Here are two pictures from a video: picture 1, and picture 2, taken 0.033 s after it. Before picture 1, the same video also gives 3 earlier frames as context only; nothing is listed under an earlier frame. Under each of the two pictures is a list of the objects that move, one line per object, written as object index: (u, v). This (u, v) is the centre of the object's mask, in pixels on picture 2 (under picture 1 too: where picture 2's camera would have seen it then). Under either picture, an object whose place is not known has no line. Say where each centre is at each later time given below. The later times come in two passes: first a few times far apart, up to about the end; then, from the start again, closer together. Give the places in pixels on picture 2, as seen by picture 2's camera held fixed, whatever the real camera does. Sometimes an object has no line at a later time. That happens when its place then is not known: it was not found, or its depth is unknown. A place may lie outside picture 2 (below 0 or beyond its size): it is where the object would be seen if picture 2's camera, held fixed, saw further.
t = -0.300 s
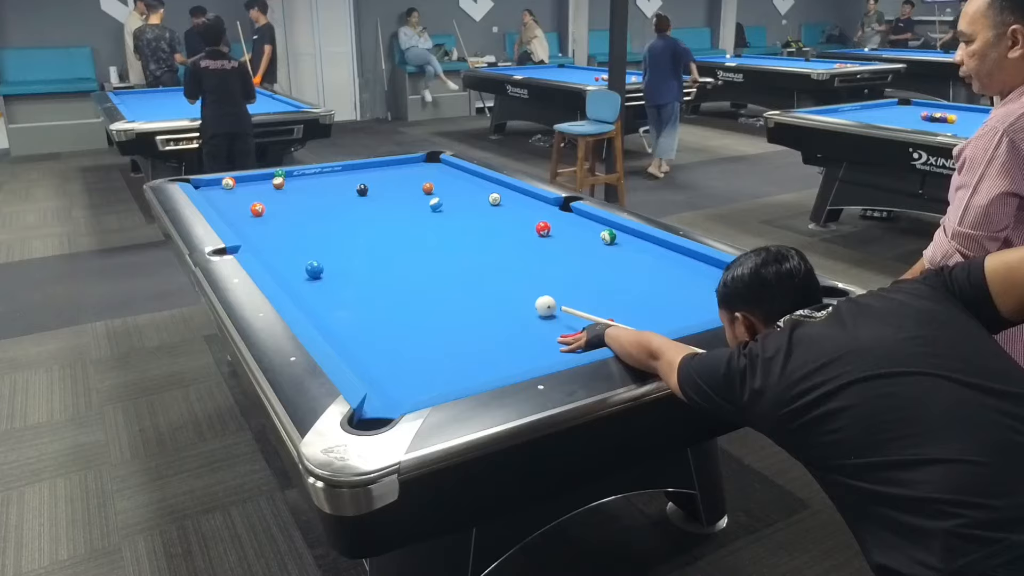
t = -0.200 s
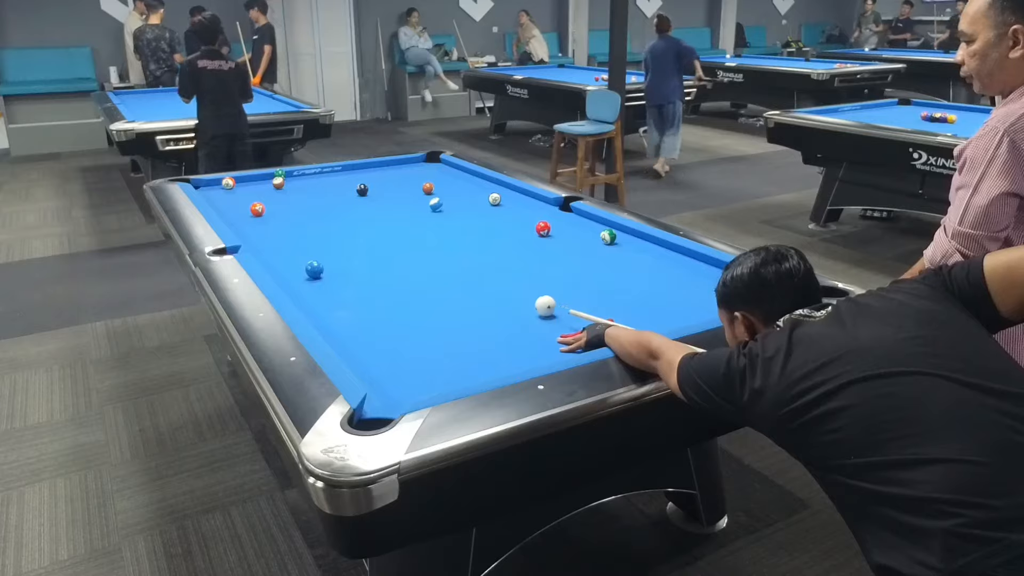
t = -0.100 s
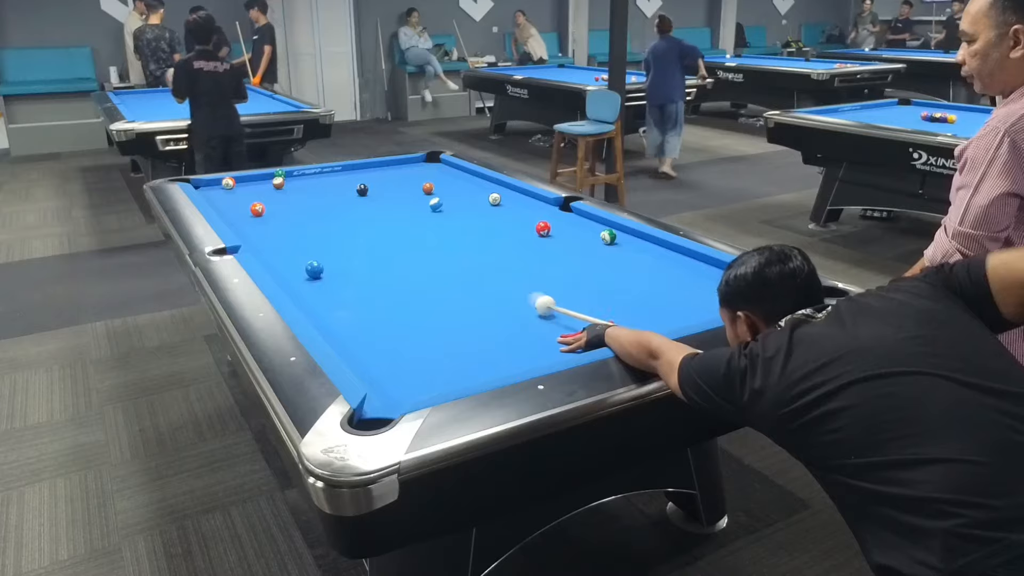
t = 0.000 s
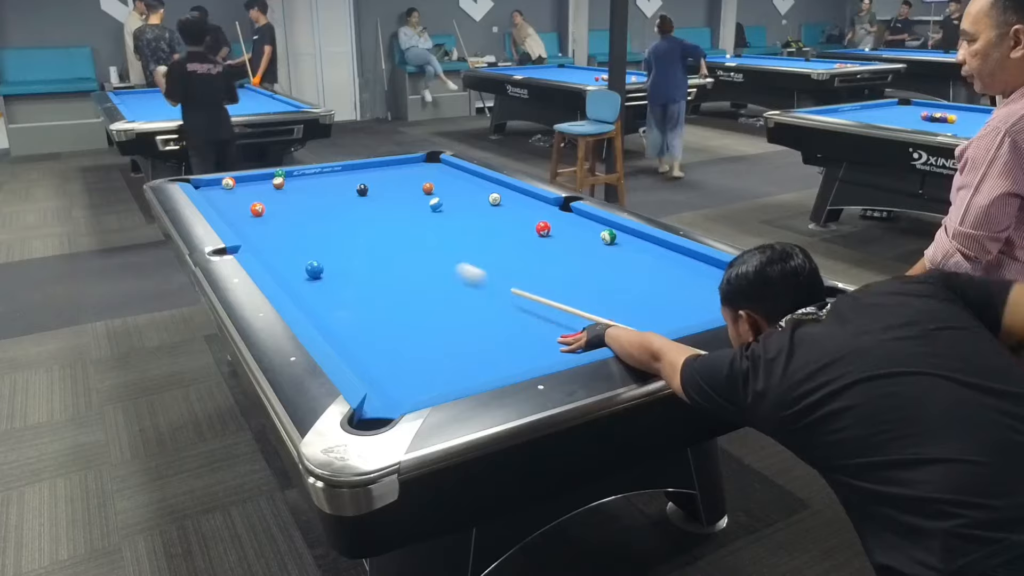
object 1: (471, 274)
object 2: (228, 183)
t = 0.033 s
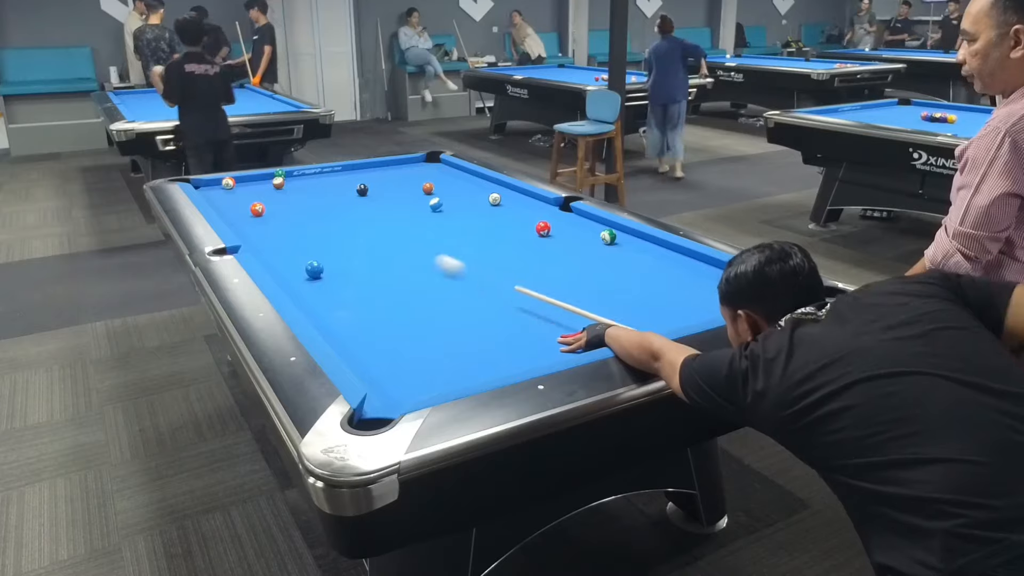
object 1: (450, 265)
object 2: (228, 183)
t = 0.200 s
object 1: (368, 232)
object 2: (228, 183)
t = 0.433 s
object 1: (289, 200)
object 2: (228, 183)
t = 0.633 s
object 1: (239, 179)
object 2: (228, 183)
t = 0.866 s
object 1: (260, 183)
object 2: (214, 193)
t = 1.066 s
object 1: (269, 186)
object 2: (241, 194)
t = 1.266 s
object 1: (274, 189)
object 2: (266, 195)
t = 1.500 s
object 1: (280, 193)
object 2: (296, 196)
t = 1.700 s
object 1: (285, 196)
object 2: (321, 197)
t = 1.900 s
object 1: (290, 199)
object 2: (345, 197)
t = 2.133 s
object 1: (295, 203)
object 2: (373, 198)
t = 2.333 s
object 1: (300, 205)
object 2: (396, 199)
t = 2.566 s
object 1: (306, 208)
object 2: (422, 200)
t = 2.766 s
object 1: (311, 211)
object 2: (445, 199)
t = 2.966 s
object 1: (315, 213)
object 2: (465, 201)
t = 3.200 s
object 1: (320, 216)
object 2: (486, 202)
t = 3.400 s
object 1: (324, 218)
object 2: (497, 204)
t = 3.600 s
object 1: (328, 220)
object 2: (508, 206)
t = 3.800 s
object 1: (332, 221)
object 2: (518, 207)
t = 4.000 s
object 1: (335, 223)
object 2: (528, 209)
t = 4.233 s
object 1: (338, 224)
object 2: (538, 211)
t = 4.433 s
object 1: (341, 225)
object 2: (546, 212)
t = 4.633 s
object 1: (343, 226)
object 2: (554, 213)
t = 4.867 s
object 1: (344, 227)
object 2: (561, 214)
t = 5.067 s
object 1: (345, 227)
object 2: (566, 215)
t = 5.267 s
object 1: (346, 227)
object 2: (571, 215)
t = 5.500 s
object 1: (347, 228)
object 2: (575, 216)
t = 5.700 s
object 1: (346, 228)
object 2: (578, 217)
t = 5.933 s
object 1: (346, 228)
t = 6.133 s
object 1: (346, 228)
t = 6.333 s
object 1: (346, 228)
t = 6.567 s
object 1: (346, 228)
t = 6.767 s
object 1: (346, 228)
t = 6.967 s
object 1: (346, 228)
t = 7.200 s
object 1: (346, 228)
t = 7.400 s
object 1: (347, 228)
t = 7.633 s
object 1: (347, 228)
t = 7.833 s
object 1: (347, 228)
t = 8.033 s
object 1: (347, 228)
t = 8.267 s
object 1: (347, 228)
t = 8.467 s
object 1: (347, 228)
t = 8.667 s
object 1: (347, 228)
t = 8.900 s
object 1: (347, 228)
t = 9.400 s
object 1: (347, 227)
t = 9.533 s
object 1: (347, 228)
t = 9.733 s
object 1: (347, 228)
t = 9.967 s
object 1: (347, 228)
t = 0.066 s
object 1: (430, 257)
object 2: (228, 183)
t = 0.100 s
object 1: (413, 250)
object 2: (228, 183)
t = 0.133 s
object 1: (397, 243)
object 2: (228, 183)
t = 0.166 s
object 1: (382, 238)
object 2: (228, 183)
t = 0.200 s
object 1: (368, 232)
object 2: (228, 183)
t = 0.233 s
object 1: (355, 227)
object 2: (228, 183)
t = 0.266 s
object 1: (343, 222)
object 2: (228, 183)
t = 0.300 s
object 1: (331, 217)
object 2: (228, 183)
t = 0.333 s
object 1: (319, 212)
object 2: (228, 183)
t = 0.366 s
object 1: (308, 207)
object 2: (228, 183)
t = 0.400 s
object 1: (298, 203)
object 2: (228, 183)
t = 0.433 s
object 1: (289, 200)
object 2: (228, 183)
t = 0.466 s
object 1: (279, 196)
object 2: (228, 183)
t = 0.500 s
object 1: (270, 192)
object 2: (228, 183)
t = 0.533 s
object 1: (262, 189)
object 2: (228, 183)
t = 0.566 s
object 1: (253, 185)
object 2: (228, 183)
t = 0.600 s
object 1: (245, 182)
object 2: (228, 183)
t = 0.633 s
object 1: (239, 179)
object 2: (228, 183)
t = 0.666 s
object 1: (238, 180)
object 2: (225, 184)
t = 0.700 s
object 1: (242, 181)
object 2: (218, 186)
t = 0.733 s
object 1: (247, 181)
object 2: (211, 189)
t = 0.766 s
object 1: (250, 182)
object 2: (205, 191)
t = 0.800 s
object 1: (253, 182)
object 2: (205, 192)
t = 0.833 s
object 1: (257, 183)
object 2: (209, 193)
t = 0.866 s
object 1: (260, 183)
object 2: (214, 193)
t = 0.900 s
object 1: (263, 183)
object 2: (219, 193)
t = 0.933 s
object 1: (266, 184)
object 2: (223, 193)
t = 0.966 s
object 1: (266, 185)
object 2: (228, 194)
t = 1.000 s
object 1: (267, 185)
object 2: (232, 194)
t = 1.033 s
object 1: (268, 186)
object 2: (236, 194)
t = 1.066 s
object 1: (269, 186)
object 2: (241, 194)
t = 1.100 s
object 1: (269, 187)
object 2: (245, 194)
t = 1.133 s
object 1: (270, 187)
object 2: (250, 194)
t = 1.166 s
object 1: (271, 188)
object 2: (254, 194)
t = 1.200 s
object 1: (272, 188)
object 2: (258, 195)
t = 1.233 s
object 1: (273, 189)
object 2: (262, 195)
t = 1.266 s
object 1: (274, 189)
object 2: (266, 195)
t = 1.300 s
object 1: (276, 188)
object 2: (271, 195)
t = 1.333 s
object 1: (276, 188)
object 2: (275, 194)
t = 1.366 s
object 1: (275, 188)
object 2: (280, 195)
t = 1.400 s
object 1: (276, 190)
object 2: (284, 196)
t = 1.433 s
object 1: (277, 192)
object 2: (289, 195)
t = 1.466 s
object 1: (279, 193)
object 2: (292, 196)
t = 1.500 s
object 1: (280, 193)
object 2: (296, 196)
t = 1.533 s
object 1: (280, 194)
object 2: (301, 196)
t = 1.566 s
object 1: (281, 194)
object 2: (304, 196)
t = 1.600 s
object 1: (282, 195)
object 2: (309, 196)
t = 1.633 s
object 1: (283, 195)
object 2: (313, 196)
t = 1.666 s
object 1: (284, 196)
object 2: (317, 197)
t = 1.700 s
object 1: (285, 196)
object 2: (321, 197)
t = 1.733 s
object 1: (285, 197)
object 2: (326, 196)
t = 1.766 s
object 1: (286, 197)
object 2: (329, 197)
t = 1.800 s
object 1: (287, 198)
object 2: (334, 197)
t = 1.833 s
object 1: (288, 198)
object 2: (338, 197)
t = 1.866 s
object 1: (289, 199)
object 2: (342, 197)
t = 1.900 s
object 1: (290, 199)
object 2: (345, 197)
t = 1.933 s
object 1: (290, 200)
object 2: (350, 197)
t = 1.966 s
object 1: (291, 200)
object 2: (354, 198)
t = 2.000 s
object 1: (292, 201)
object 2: (358, 198)
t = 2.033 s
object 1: (293, 201)
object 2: (361, 198)
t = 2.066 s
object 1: (294, 202)
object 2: (365, 198)
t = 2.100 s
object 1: (295, 202)
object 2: (369, 198)
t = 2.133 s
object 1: (295, 203)
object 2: (373, 198)
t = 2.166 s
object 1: (296, 203)
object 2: (377, 198)
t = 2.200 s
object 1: (297, 204)
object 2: (381, 198)
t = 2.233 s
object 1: (298, 204)
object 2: (385, 199)
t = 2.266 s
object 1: (299, 204)
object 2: (388, 199)
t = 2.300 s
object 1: (299, 205)
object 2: (392, 199)
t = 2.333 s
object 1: (300, 205)
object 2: (396, 199)
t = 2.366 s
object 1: (301, 206)
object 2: (400, 199)
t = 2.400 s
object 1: (302, 206)
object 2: (404, 199)
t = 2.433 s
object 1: (303, 207)
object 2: (407, 199)
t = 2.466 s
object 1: (303, 207)
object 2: (411, 199)
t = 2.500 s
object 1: (304, 208)
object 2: (415, 199)
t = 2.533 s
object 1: (305, 208)
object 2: (418, 200)
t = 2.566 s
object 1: (306, 208)
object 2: (422, 200)
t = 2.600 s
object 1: (307, 209)
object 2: (425, 199)
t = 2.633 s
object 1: (307, 209)
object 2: (428, 198)
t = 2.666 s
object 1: (308, 210)
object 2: (432, 197)
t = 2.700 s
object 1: (309, 210)
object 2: (437, 196)
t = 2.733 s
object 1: (310, 210)
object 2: (442, 198)
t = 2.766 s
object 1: (311, 211)
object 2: (445, 199)
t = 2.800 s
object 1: (311, 211)
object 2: (448, 200)
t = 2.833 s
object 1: (312, 212)
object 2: (451, 200)
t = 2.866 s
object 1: (313, 212)
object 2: (454, 201)
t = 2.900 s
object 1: (314, 212)
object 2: (457, 201)
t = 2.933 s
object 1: (315, 213)
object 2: (461, 201)
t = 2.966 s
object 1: (315, 213)
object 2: (465, 201)
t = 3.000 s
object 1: (316, 214)
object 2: (468, 201)
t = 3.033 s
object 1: (317, 214)
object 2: (471, 201)
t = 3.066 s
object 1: (317, 214)
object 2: (475, 201)
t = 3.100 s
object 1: (318, 215)
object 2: (478, 201)
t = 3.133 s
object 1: (319, 215)
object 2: (481, 201)
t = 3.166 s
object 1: (319, 215)
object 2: (484, 202)
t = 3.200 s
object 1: (320, 216)
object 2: (486, 202)
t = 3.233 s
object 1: (321, 216)
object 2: (488, 202)
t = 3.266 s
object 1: (322, 217)
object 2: (490, 202)
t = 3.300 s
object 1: (322, 217)
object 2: (492, 203)
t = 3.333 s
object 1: (323, 217)
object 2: (493, 203)
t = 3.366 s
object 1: (324, 218)
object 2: (495, 203)
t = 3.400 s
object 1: (324, 218)
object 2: (497, 204)
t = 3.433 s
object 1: (325, 218)
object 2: (499, 204)
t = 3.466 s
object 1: (326, 219)
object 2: (501, 204)
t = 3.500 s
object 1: (326, 219)
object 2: (503, 205)
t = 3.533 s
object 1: (327, 219)
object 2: (505, 205)
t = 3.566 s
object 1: (328, 219)
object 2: (506, 205)
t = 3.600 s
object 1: (328, 220)
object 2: (508, 206)
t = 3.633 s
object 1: (329, 220)
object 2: (510, 206)
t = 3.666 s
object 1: (330, 220)
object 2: (511, 206)
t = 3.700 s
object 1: (330, 221)
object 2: (513, 206)
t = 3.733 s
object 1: (331, 221)
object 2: (515, 206)
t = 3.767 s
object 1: (331, 221)
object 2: (517, 207)
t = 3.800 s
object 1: (332, 221)
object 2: (518, 207)
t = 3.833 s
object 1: (332, 222)
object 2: (520, 208)
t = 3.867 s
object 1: (333, 222)
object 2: (522, 208)
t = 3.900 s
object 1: (333, 222)
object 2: (523, 208)
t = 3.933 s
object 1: (334, 222)
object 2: (525, 208)
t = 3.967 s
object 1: (334, 223)
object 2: (526, 208)
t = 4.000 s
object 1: (335, 223)
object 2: (528, 209)
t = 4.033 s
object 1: (335, 223)
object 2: (529, 209)
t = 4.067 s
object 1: (336, 223)
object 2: (530, 209)
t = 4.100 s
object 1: (336, 224)
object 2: (532, 209)
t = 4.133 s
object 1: (337, 224)
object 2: (533, 209)
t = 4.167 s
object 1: (337, 224)
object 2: (535, 210)
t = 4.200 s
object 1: (338, 224)
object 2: (537, 210)
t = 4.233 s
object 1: (338, 224)
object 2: (538, 211)
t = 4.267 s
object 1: (339, 224)
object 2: (539, 211)
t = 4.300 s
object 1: (339, 225)
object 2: (541, 211)
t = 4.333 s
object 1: (340, 225)
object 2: (542, 211)
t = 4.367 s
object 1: (340, 225)
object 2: (544, 211)
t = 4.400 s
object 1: (340, 225)
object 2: (545, 212)
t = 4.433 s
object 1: (341, 225)
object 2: (546, 212)
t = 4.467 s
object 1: (341, 226)
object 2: (547, 212)
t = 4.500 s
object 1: (341, 226)
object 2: (549, 212)
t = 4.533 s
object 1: (342, 226)
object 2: (550, 212)
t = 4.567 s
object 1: (342, 226)
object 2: (551, 212)
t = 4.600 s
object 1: (342, 226)
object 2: (552, 213)
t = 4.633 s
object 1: (343, 226)
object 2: (554, 213)
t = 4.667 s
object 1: (343, 226)
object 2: (555, 213)
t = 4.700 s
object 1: (343, 226)
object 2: (556, 213)
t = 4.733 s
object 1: (343, 227)
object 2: (557, 213)
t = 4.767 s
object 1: (344, 227)
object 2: (558, 213)
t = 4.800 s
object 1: (344, 227)
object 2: (559, 214)
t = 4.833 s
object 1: (344, 227)
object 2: (560, 214)
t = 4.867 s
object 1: (344, 227)
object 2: (561, 214)
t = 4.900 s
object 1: (345, 227)
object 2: (562, 214)
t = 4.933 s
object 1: (345, 227)
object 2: (563, 214)
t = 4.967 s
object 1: (345, 227)
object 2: (564, 214)
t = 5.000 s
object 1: (345, 227)
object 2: (565, 215)
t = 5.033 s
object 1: (345, 227)
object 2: (566, 215)
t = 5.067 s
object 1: (345, 227)
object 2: (566, 215)
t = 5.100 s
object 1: (346, 227)
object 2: (567, 215)
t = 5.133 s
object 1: (346, 227)
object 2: (568, 215)
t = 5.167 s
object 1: (346, 227)
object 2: (569, 215)
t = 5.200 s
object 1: (346, 227)
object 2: (569, 215)
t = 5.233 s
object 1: (346, 227)
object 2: (570, 215)
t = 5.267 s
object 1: (346, 227)
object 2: (571, 215)
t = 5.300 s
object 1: (346, 228)
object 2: (571, 216)
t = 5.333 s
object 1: (346, 228)
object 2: (572, 216)
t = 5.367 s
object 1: (346, 228)
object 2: (573, 216)
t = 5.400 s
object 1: (346, 228)
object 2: (573, 216)
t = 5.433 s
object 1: (347, 228)
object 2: (574, 216)
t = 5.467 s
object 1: (346, 228)
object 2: (575, 216)
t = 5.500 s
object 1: (347, 228)
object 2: (575, 216)
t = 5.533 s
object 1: (347, 228)
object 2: (576, 216)
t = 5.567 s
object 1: (346, 228)
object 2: (576, 217)
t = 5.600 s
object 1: (346, 228)
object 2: (577, 216)
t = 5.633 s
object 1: (346, 228)
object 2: (577, 217)
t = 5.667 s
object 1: (346, 228)
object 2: (578, 217)
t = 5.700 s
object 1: (346, 228)
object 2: (578, 217)
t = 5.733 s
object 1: (346, 228)
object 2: (578, 217)
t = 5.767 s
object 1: (346, 228)
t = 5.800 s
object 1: (346, 228)
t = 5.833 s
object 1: (346, 228)
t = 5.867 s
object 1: (346, 228)
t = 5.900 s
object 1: (346, 228)
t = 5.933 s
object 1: (346, 228)
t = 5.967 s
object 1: (346, 228)
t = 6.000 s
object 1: (346, 228)
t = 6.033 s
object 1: (346, 228)
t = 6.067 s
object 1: (346, 228)
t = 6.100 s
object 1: (346, 228)
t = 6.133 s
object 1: (346, 228)
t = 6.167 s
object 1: (346, 228)
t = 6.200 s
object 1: (346, 228)
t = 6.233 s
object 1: (346, 228)
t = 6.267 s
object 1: (346, 228)
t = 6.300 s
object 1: (346, 228)
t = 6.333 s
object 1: (346, 228)
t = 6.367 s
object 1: (346, 228)
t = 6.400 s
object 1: (346, 228)
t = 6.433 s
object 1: (346, 228)
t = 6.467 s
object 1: (346, 228)
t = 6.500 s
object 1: (346, 228)
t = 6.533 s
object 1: (346, 228)
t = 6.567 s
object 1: (346, 228)
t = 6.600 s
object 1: (346, 228)
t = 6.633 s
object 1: (346, 228)
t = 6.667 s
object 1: (346, 228)
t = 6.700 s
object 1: (346, 228)
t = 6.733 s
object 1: (346, 228)
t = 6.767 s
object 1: (346, 228)
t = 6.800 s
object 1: (346, 228)
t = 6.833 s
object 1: (346, 228)
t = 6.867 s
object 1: (346, 228)
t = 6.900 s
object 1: (346, 228)
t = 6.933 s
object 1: (346, 228)
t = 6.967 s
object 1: (346, 228)
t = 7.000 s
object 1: (346, 228)
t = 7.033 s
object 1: (346, 228)
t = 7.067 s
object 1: (346, 228)
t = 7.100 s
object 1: (346, 228)
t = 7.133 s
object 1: (346, 228)
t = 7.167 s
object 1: (346, 228)
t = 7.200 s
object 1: (346, 228)
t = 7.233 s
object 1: (346, 228)
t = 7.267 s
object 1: (346, 228)
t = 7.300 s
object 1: (346, 228)
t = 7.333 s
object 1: (346, 228)
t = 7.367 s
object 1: (346, 228)
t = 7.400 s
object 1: (347, 228)
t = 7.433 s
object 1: (347, 228)
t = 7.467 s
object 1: (347, 228)
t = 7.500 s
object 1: (347, 228)
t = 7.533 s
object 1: (347, 228)
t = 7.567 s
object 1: (347, 228)
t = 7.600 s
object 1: (347, 228)
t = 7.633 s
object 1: (347, 228)
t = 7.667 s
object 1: (347, 228)
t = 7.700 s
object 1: (347, 228)
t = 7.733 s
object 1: (347, 228)
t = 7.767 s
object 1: (347, 228)
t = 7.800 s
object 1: (347, 228)
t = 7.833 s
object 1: (347, 228)
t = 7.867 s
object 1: (347, 228)
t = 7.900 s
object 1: (347, 228)
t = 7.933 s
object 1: (347, 228)
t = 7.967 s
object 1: (347, 228)
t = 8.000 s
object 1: (347, 228)
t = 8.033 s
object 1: (347, 228)
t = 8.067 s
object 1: (347, 228)
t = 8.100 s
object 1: (347, 228)
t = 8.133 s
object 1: (347, 228)
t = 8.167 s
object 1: (347, 228)
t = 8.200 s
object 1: (347, 228)
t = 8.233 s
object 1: (347, 228)
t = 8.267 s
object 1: (347, 228)
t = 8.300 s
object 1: (347, 228)
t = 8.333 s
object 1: (347, 228)
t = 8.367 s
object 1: (347, 228)
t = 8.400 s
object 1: (347, 228)
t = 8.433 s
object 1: (347, 228)
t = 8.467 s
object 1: (347, 228)
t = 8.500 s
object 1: (347, 228)
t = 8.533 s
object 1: (347, 228)
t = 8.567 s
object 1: (347, 228)
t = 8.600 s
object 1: (347, 228)
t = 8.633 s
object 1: (347, 228)
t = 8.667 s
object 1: (347, 228)
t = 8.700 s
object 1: (347, 228)
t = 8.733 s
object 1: (347, 228)
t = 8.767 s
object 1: (347, 228)
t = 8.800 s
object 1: (347, 228)
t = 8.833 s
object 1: (347, 228)
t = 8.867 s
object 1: (347, 228)
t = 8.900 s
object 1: (347, 228)
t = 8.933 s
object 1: (347, 228)
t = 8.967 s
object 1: (346, 227)
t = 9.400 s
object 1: (347, 227)
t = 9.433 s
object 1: (347, 227)
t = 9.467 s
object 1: (347, 227)
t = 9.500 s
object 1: (347, 227)
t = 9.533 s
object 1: (347, 228)
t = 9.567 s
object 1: (347, 227)
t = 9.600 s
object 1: (347, 227)
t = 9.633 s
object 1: (347, 227)
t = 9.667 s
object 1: (347, 228)
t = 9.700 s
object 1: (347, 228)
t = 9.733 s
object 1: (347, 228)
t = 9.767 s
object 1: (347, 228)
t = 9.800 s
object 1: (347, 228)
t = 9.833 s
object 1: (347, 228)
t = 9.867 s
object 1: (347, 228)
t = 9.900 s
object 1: (347, 228)
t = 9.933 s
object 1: (347, 228)
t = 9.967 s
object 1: (347, 228)
